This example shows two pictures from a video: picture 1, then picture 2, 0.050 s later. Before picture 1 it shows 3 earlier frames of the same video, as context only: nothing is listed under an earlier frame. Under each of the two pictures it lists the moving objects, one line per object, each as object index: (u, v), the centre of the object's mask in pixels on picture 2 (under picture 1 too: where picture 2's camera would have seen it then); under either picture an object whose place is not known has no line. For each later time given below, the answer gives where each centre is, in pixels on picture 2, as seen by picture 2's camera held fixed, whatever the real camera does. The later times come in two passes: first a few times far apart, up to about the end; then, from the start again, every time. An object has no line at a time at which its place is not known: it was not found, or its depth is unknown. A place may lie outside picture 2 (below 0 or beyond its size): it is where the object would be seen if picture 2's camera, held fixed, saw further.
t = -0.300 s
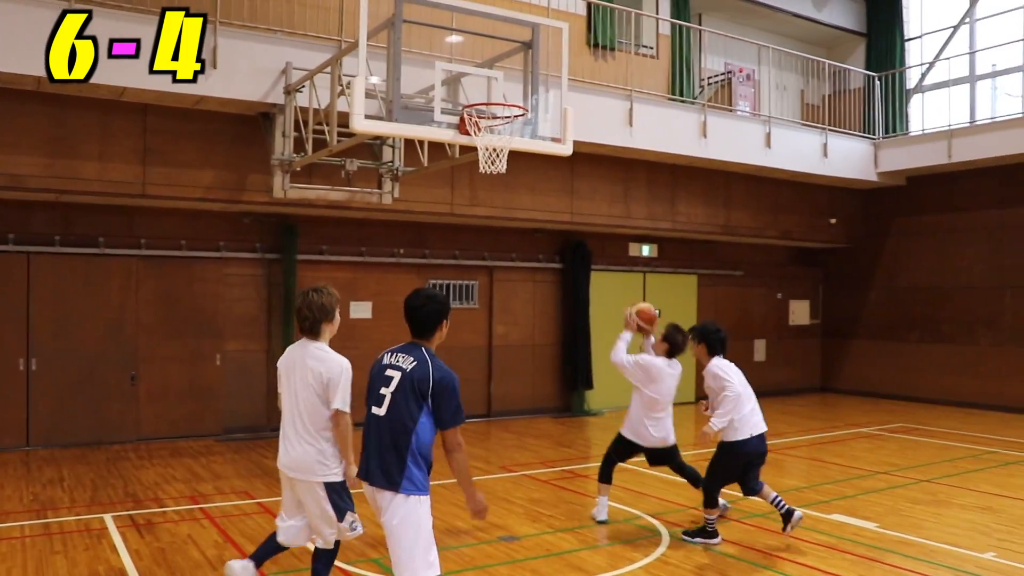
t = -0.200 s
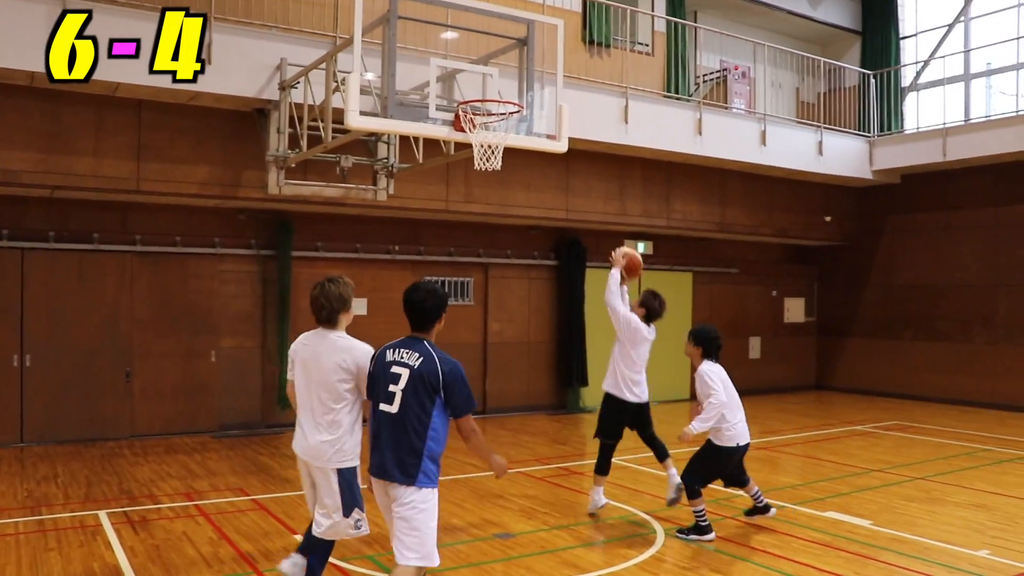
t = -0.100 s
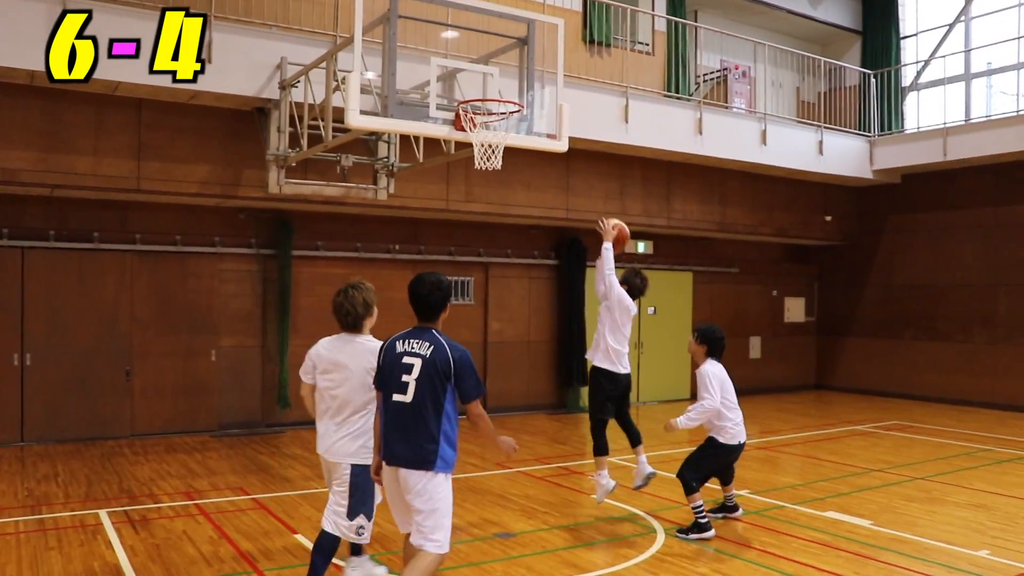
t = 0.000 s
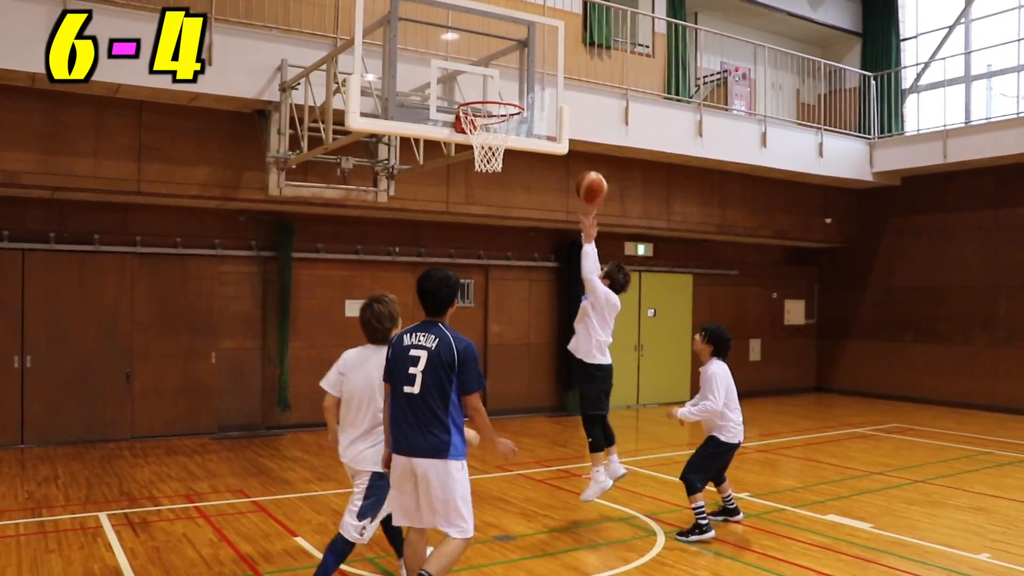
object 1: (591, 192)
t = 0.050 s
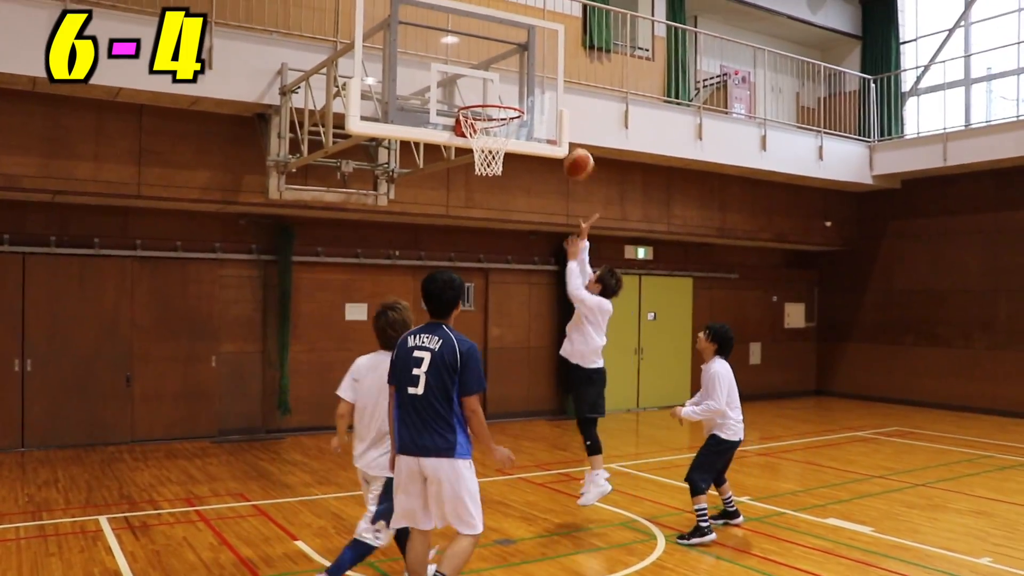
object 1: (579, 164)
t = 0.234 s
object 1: (527, 93)
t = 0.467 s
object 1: (485, 66)
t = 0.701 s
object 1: (483, 90)
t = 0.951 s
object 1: (545, 106)
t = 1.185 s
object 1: (602, 186)
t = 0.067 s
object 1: (574, 157)
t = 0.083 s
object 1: (569, 148)
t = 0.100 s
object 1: (564, 141)
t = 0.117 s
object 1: (560, 134)
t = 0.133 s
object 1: (555, 127)
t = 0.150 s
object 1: (550, 120)
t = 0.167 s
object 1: (546, 114)
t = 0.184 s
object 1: (541, 108)
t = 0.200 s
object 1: (537, 103)
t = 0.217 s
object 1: (532, 98)
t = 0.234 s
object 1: (527, 93)
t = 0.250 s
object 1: (522, 88)
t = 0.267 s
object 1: (518, 85)
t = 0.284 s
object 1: (513, 81)
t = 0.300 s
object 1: (508, 77)
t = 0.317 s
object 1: (504, 75)
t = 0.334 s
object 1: (500, 72)
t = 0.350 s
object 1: (495, 70)
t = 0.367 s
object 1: (492, 68)
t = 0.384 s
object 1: (491, 67)
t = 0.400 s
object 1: (490, 66)
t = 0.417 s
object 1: (488, 66)
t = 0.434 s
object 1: (487, 65)
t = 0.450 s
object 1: (486, 66)
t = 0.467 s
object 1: (485, 66)
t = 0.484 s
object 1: (483, 67)
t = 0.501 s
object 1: (482, 68)
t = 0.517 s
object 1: (481, 70)
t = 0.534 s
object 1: (479, 72)
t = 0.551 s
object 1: (478, 74)
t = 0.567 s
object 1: (476, 77)
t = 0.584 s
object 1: (475, 80)
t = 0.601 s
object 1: (474, 83)
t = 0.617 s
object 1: (473, 88)
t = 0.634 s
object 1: (472, 91)
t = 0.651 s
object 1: (470, 94)
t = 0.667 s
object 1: (474, 93)
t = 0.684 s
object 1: (479, 91)
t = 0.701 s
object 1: (483, 90)
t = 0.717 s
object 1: (487, 89)
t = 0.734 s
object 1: (491, 88)
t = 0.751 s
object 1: (495, 88)
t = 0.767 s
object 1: (500, 88)
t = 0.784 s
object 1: (504, 88)
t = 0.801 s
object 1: (508, 88)
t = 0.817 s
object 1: (511, 89)
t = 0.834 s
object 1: (516, 90)
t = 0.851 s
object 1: (520, 92)
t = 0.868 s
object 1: (524, 94)
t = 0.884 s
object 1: (528, 96)
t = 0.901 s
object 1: (532, 98)
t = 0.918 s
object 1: (536, 100)
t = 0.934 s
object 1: (541, 103)
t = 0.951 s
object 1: (545, 106)
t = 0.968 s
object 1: (549, 109)
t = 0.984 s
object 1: (553, 113)
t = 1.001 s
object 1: (557, 117)
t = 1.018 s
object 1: (561, 121)
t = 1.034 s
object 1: (565, 126)
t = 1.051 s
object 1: (569, 131)
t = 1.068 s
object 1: (573, 137)
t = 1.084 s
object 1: (577, 144)
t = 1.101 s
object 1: (583, 151)
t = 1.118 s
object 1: (587, 157)
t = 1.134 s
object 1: (591, 163)
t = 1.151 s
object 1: (594, 170)
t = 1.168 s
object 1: (598, 177)
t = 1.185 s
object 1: (602, 186)
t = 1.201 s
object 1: (606, 195)
